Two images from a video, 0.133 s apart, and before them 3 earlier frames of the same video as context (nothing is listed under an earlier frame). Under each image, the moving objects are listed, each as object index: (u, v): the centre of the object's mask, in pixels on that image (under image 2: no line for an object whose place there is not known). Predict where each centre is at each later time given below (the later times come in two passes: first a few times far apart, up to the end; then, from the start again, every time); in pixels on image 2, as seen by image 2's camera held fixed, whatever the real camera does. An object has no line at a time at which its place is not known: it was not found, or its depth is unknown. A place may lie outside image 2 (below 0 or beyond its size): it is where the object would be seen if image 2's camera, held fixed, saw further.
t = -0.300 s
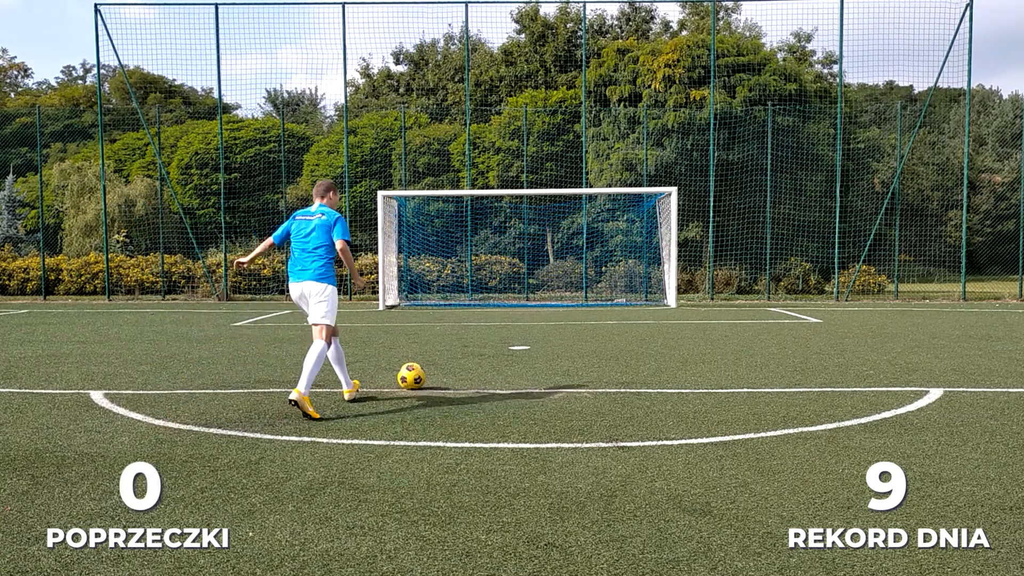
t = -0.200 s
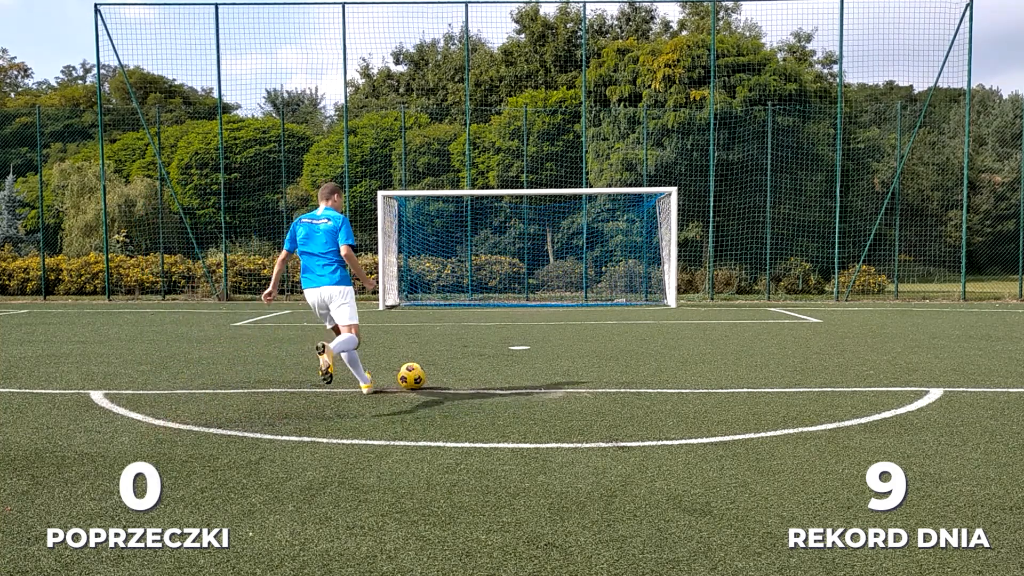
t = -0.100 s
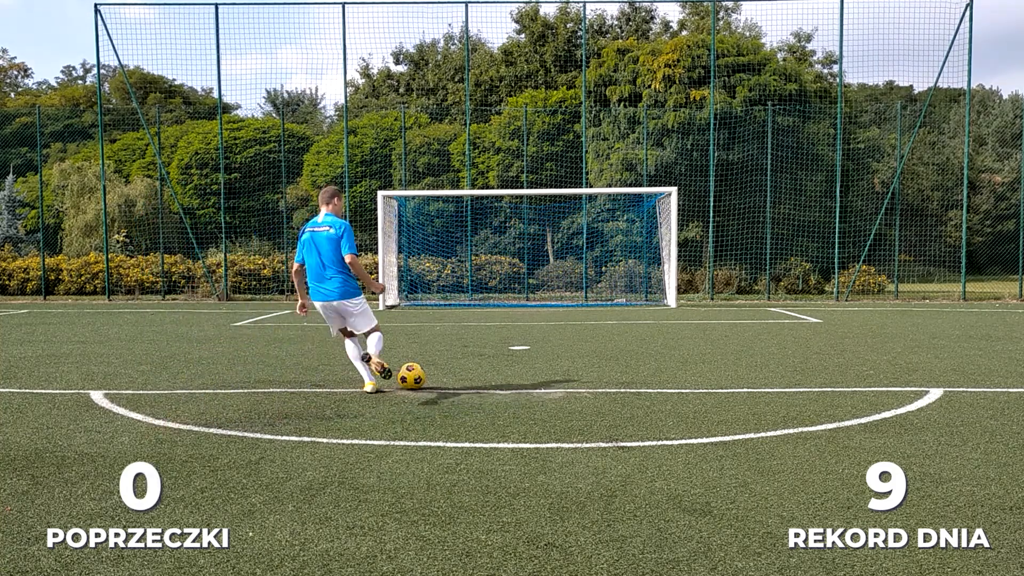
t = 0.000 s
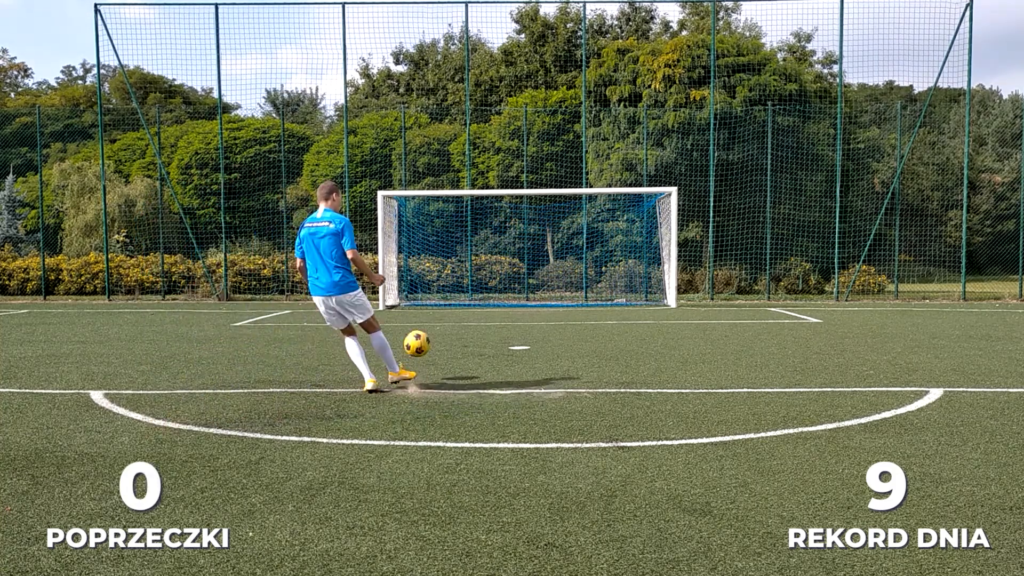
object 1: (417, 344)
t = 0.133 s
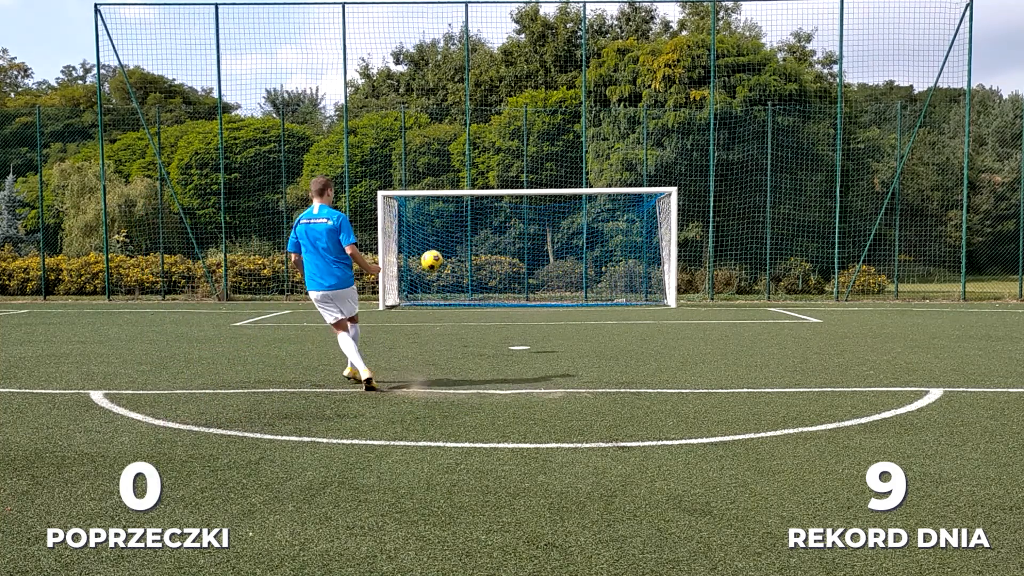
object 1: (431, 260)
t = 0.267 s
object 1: (440, 215)
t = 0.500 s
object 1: (449, 186)
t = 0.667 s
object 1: (454, 186)
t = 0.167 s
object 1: (434, 246)
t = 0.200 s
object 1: (437, 235)
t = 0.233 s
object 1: (438, 224)
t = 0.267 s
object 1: (440, 215)
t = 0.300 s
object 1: (442, 208)
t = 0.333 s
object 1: (443, 202)
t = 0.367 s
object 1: (444, 198)
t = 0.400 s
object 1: (445, 194)
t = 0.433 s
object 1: (447, 190)
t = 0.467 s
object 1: (448, 188)
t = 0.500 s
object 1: (449, 186)
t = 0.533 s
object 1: (450, 185)
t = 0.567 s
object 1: (451, 184)
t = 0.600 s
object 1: (452, 185)
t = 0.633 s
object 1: (453, 185)
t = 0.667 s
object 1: (454, 186)
